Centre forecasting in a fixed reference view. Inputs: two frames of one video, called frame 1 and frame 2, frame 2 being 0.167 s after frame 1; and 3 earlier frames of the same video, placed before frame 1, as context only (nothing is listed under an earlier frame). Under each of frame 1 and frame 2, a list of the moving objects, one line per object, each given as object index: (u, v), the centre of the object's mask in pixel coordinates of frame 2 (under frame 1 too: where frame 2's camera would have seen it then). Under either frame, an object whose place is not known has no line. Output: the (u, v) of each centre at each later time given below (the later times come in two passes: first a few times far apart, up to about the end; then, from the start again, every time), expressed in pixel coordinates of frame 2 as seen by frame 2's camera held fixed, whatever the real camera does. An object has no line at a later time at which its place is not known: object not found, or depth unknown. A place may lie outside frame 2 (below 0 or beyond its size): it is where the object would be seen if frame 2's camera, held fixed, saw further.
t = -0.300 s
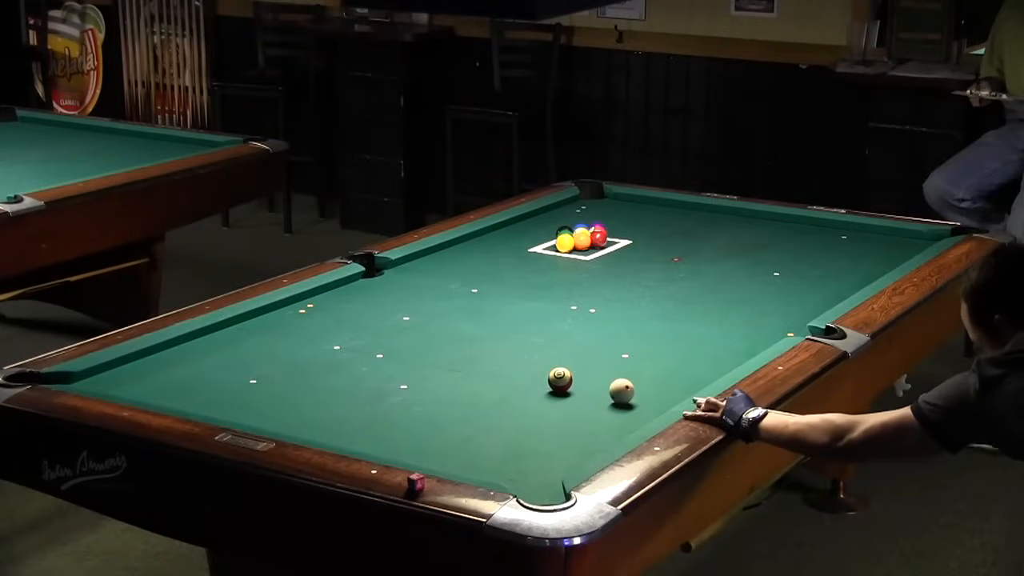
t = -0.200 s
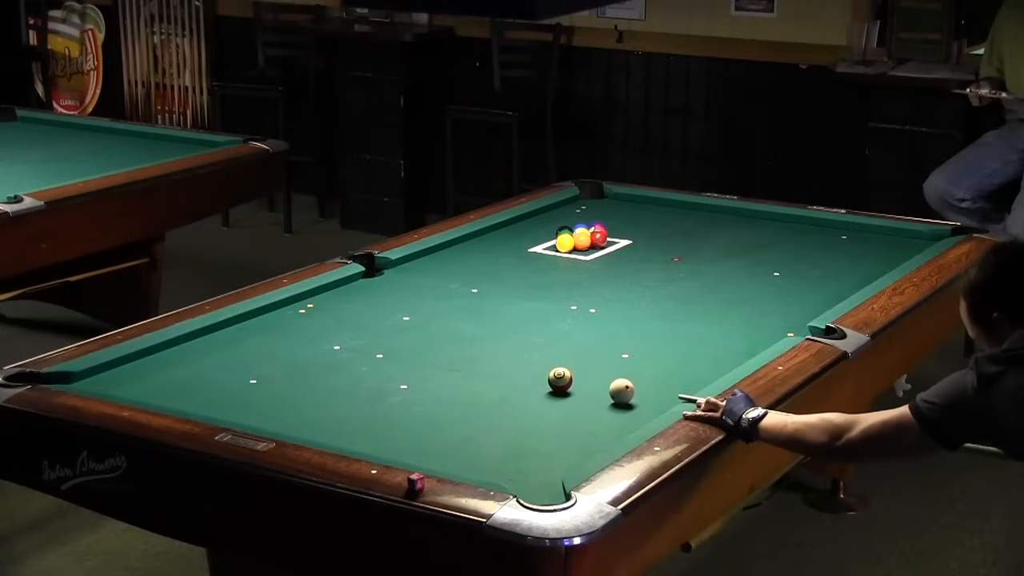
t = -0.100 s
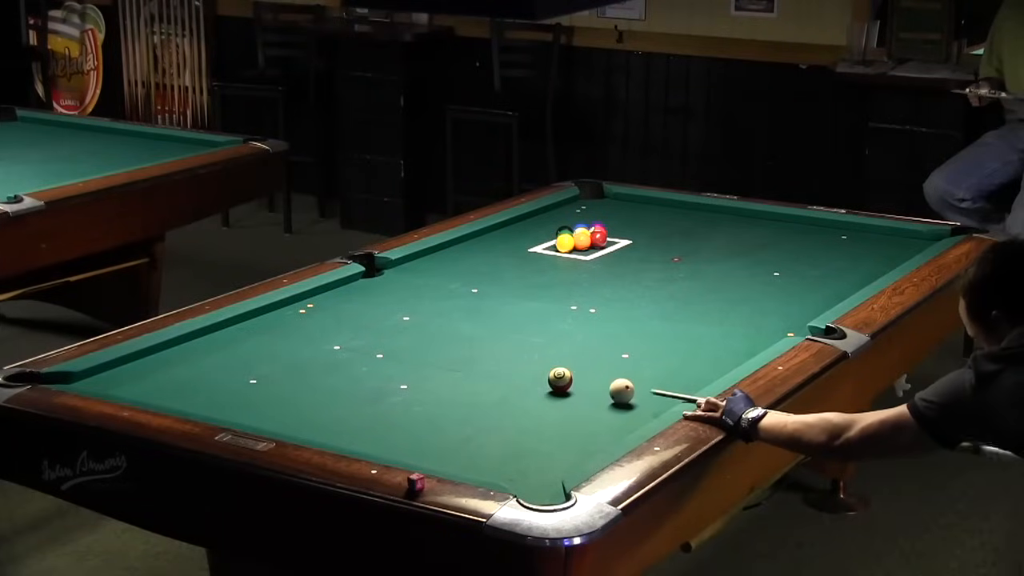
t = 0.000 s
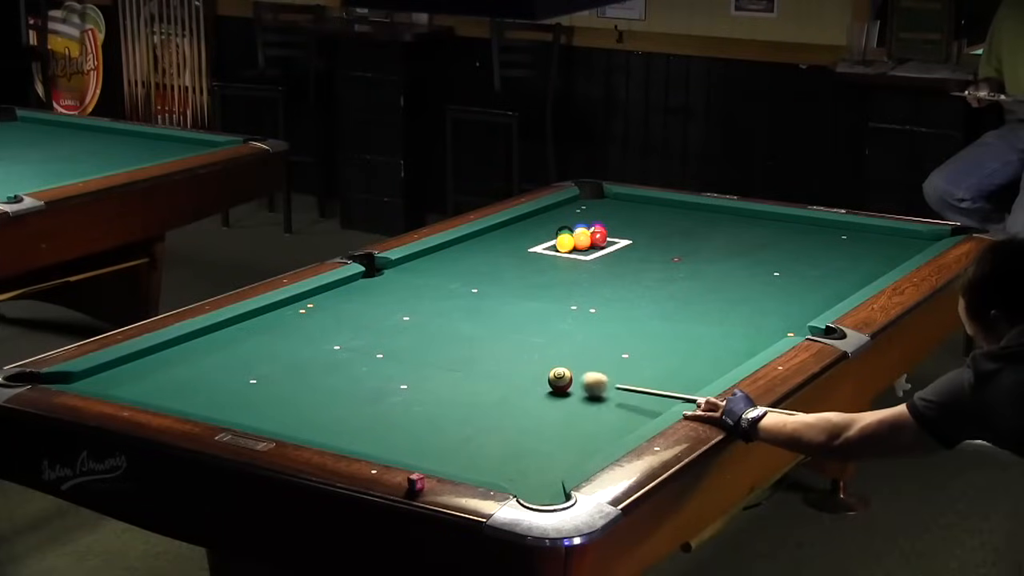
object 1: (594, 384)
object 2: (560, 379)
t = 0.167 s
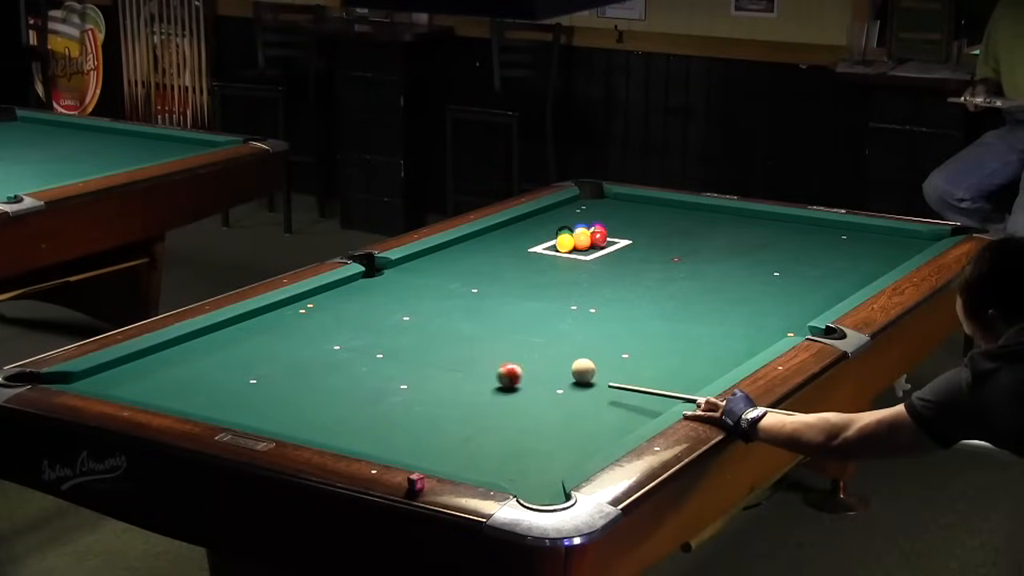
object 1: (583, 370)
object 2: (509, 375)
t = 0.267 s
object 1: (579, 363)
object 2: (481, 373)
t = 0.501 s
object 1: (571, 347)
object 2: (417, 367)
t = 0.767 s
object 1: (562, 330)
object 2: (348, 362)
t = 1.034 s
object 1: (554, 315)
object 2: (282, 357)
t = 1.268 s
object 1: (547, 304)
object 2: (229, 352)
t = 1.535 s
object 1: (541, 292)
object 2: (171, 348)
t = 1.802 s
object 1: (535, 281)
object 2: (185, 356)
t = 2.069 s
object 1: (529, 272)
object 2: (208, 365)
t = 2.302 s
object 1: (525, 265)
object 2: (228, 372)
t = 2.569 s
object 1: (520, 257)
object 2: (249, 380)
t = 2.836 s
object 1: (516, 250)
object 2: (269, 388)
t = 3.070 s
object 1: (512, 245)
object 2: (286, 394)
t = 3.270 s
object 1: (509, 241)
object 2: (300, 399)
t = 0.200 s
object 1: (582, 368)
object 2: (499, 374)
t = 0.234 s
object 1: (581, 365)
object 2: (490, 373)
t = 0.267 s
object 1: (579, 363)
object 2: (481, 373)
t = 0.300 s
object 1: (578, 361)
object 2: (472, 372)
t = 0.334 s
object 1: (577, 358)
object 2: (462, 371)
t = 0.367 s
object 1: (575, 355)
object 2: (453, 370)
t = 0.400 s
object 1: (574, 353)
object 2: (443, 370)
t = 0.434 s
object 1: (573, 351)
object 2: (435, 370)
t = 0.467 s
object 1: (572, 349)
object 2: (426, 369)
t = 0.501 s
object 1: (571, 347)
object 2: (417, 367)
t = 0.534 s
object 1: (569, 345)
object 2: (408, 367)
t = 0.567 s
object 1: (568, 342)
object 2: (399, 366)
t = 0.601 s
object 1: (567, 340)
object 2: (390, 365)
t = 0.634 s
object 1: (566, 338)
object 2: (382, 365)
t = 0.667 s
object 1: (565, 336)
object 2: (373, 364)
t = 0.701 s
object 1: (564, 334)
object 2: (364, 364)
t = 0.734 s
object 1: (563, 332)
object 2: (356, 363)
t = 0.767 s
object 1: (562, 330)
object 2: (348, 362)
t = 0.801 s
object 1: (561, 328)
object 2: (339, 362)
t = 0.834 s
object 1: (560, 326)
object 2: (331, 361)
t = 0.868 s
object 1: (559, 324)
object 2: (323, 360)
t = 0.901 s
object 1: (558, 322)
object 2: (314, 359)
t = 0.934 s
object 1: (557, 320)
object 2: (306, 358)
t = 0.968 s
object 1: (556, 319)
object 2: (298, 358)
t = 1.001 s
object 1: (555, 317)
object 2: (290, 357)
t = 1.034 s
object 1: (554, 315)
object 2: (282, 357)
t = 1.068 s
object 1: (553, 314)
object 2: (275, 356)
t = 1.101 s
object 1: (552, 312)
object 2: (267, 355)
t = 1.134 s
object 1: (551, 310)
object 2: (259, 355)
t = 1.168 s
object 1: (550, 309)
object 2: (252, 355)
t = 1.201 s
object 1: (549, 307)
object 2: (244, 353)
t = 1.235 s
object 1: (548, 305)
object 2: (236, 352)
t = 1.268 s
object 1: (547, 304)
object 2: (229, 352)
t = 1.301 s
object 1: (547, 302)
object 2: (221, 352)
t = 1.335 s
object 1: (546, 301)
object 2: (214, 351)
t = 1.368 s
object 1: (545, 299)
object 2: (207, 351)
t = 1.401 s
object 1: (544, 298)
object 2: (200, 350)
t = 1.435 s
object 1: (543, 296)
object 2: (192, 349)
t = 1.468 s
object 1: (543, 295)
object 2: (185, 349)
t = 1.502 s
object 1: (542, 293)
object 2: (178, 348)
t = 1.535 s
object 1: (541, 292)
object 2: (171, 348)
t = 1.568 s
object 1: (540, 290)
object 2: (165, 347)
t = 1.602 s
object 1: (539, 289)
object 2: (167, 349)
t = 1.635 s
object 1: (539, 288)
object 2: (170, 350)
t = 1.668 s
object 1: (538, 287)
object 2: (173, 351)
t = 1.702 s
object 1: (537, 285)
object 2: (176, 352)
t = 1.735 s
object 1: (536, 284)
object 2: (179, 353)
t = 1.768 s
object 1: (535, 283)
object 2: (182, 355)
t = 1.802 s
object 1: (535, 281)
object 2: (185, 356)
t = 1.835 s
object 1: (534, 280)
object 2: (188, 357)
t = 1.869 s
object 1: (533, 279)
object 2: (191, 358)
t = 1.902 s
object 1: (533, 278)
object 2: (194, 359)
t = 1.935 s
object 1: (532, 276)
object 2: (197, 360)
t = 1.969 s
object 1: (531, 275)
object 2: (200, 362)
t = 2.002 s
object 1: (531, 274)
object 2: (203, 363)
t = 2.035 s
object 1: (530, 273)
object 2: (205, 364)
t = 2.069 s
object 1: (529, 272)
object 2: (208, 365)
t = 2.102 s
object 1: (529, 271)
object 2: (211, 366)
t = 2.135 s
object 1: (528, 270)
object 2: (214, 367)
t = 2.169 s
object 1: (527, 269)
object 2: (216, 368)
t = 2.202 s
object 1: (527, 268)
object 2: (220, 370)
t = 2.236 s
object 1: (526, 267)
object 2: (222, 370)
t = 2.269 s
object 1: (525, 266)
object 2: (225, 371)
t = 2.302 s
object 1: (525, 265)
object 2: (228, 372)
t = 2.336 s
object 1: (524, 264)
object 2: (230, 374)
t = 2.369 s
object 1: (523, 263)
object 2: (233, 375)
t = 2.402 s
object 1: (523, 262)
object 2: (235, 376)
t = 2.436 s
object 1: (522, 261)
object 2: (238, 376)
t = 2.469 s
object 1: (522, 260)
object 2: (241, 377)
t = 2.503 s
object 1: (521, 259)
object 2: (244, 378)
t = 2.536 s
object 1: (521, 258)
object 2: (246, 379)
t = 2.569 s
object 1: (520, 257)
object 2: (249, 380)
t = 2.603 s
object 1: (519, 256)
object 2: (251, 381)
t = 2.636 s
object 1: (519, 255)
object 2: (254, 383)
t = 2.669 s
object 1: (518, 254)
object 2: (257, 384)
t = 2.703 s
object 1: (518, 254)
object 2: (259, 384)
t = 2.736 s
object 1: (517, 253)
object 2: (262, 385)
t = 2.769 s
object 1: (517, 252)
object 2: (264, 386)
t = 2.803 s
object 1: (516, 251)
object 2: (267, 387)
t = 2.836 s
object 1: (516, 250)
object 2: (269, 388)
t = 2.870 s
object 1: (515, 250)
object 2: (272, 389)
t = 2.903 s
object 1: (515, 249)
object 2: (274, 390)
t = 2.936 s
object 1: (514, 248)
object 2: (276, 391)
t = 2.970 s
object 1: (514, 247)
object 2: (279, 392)
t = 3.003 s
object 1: (513, 246)
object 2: (281, 393)
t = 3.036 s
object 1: (513, 246)
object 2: (283, 393)
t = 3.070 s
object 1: (512, 245)
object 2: (286, 394)
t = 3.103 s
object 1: (512, 244)
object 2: (288, 395)
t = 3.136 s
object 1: (511, 243)
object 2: (290, 396)
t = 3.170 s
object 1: (511, 243)
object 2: (293, 397)
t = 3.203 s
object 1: (510, 242)
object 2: (295, 397)
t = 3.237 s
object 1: (510, 241)
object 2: (297, 398)
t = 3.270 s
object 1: (509, 241)
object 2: (300, 399)
